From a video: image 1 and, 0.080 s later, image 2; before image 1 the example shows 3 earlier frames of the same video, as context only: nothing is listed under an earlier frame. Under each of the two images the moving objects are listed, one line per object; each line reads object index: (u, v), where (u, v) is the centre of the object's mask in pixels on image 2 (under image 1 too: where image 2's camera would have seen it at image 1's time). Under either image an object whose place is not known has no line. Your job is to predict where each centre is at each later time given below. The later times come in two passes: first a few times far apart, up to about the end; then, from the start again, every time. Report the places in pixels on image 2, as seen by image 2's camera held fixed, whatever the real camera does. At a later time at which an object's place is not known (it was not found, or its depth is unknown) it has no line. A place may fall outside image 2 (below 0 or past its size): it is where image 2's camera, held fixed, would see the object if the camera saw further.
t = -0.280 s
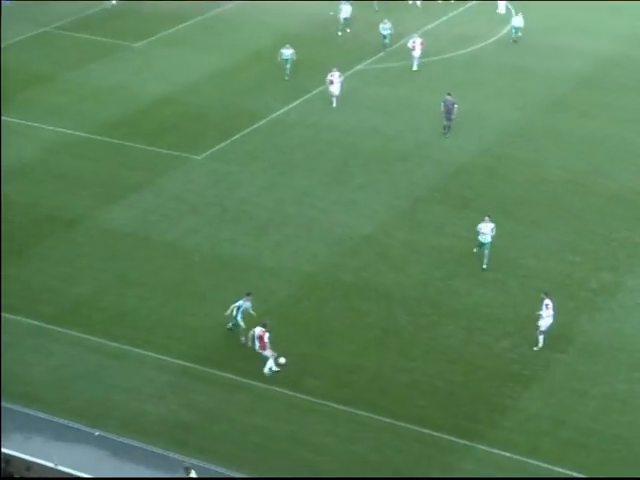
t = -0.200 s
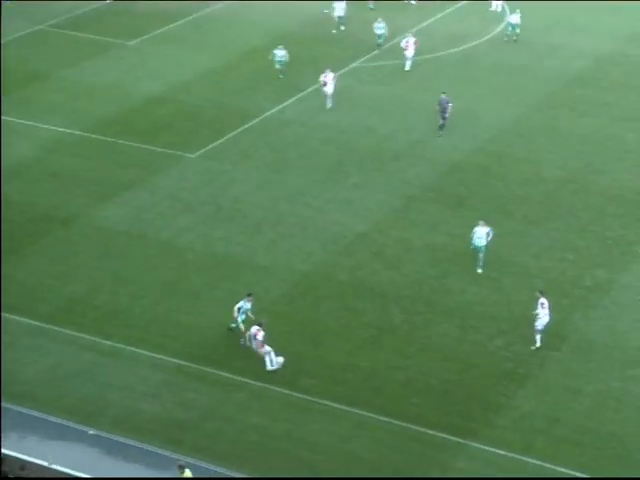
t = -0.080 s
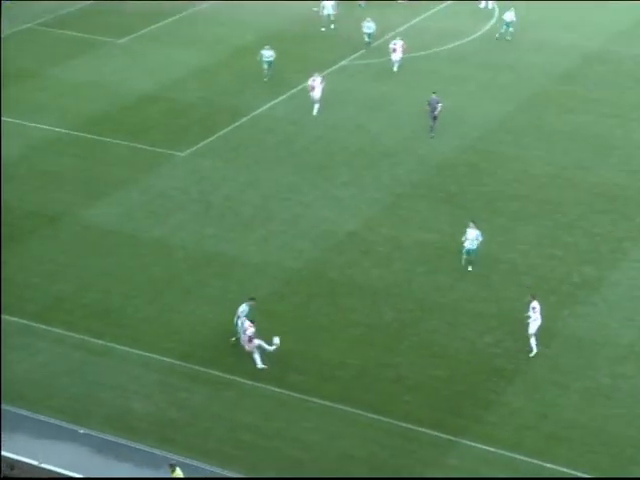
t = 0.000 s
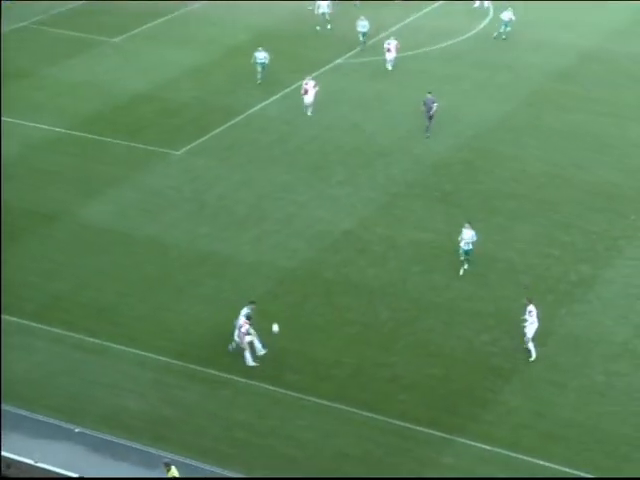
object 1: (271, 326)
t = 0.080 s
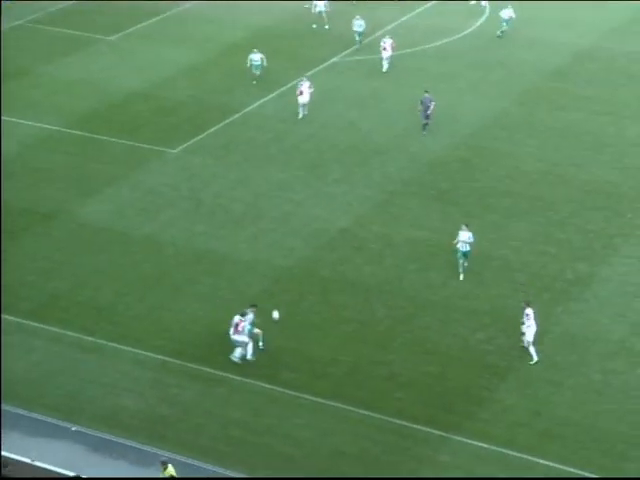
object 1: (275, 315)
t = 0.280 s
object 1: (282, 291)
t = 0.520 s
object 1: (290, 270)
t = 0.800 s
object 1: (297, 250)
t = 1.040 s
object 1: (302, 234)
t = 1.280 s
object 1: (307, 219)
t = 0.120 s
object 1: (276, 310)
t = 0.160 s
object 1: (278, 305)
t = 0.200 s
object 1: (279, 301)
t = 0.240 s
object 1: (281, 296)
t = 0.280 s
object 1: (282, 291)
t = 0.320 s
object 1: (284, 288)
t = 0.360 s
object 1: (285, 284)
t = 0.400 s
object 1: (287, 280)
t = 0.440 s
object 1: (288, 277)
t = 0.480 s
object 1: (289, 273)
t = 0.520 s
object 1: (290, 270)
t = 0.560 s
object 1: (291, 267)
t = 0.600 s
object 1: (292, 264)
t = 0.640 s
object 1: (293, 261)
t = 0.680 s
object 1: (294, 258)
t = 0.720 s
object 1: (295, 255)
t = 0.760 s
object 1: (296, 252)
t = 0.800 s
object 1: (297, 250)
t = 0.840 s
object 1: (298, 247)
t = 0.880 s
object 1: (299, 244)
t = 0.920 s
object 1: (300, 241)
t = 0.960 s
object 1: (300, 238)
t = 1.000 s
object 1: (301, 236)
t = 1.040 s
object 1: (302, 234)
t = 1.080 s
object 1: (303, 230)
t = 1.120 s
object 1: (304, 228)
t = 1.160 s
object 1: (305, 226)
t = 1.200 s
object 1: (305, 224)
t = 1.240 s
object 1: (306, 221)
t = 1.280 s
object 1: (307, 219)
